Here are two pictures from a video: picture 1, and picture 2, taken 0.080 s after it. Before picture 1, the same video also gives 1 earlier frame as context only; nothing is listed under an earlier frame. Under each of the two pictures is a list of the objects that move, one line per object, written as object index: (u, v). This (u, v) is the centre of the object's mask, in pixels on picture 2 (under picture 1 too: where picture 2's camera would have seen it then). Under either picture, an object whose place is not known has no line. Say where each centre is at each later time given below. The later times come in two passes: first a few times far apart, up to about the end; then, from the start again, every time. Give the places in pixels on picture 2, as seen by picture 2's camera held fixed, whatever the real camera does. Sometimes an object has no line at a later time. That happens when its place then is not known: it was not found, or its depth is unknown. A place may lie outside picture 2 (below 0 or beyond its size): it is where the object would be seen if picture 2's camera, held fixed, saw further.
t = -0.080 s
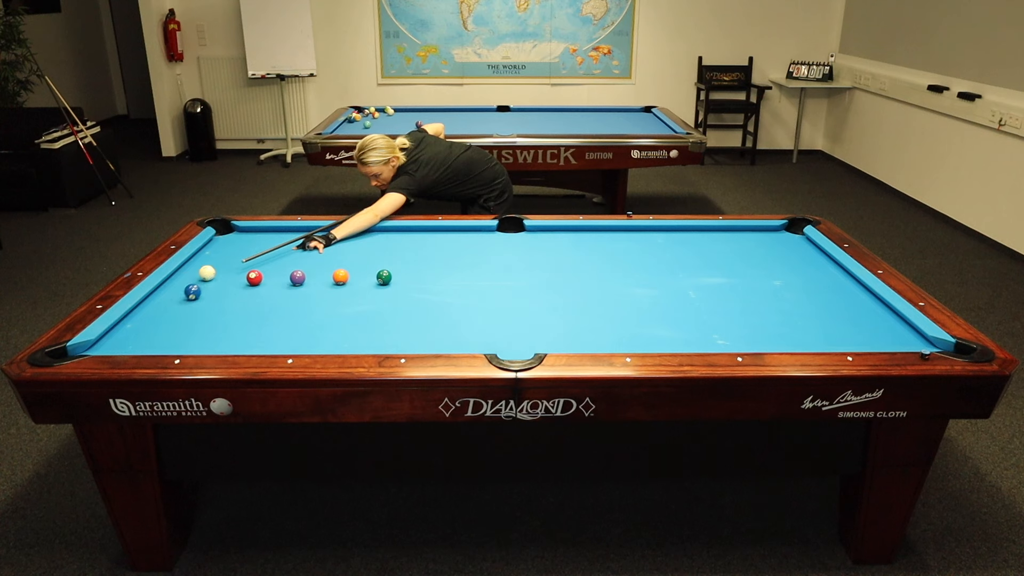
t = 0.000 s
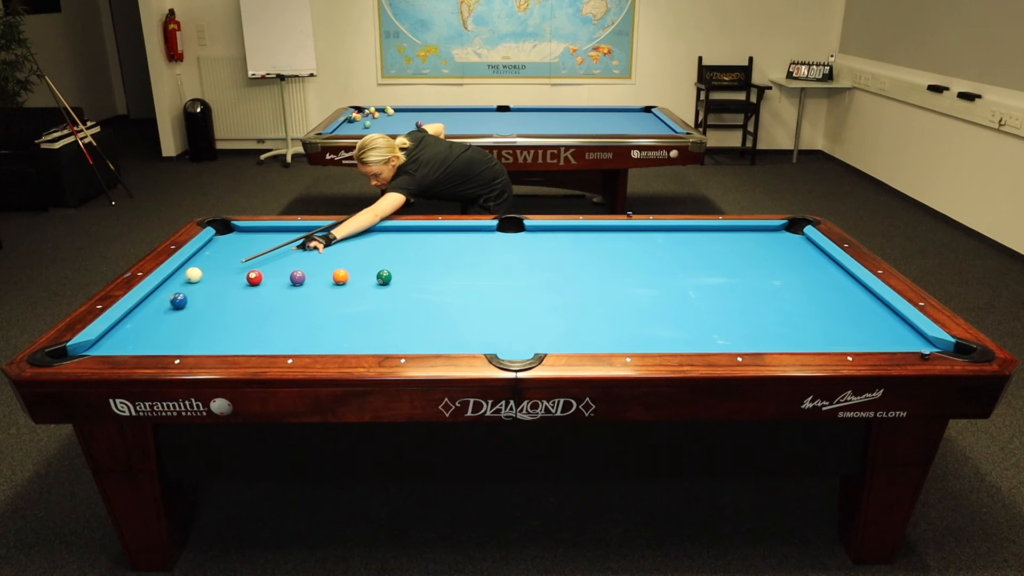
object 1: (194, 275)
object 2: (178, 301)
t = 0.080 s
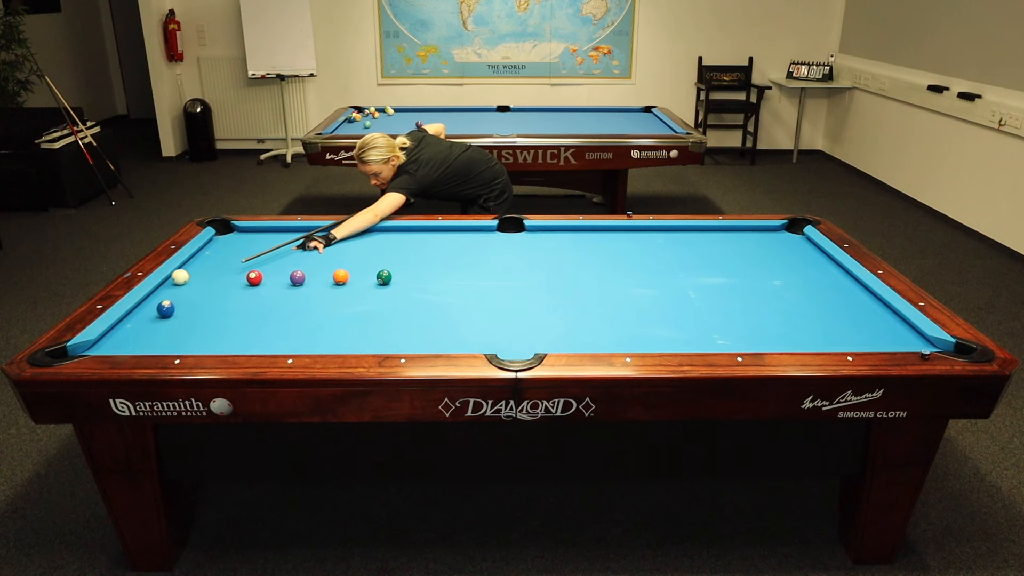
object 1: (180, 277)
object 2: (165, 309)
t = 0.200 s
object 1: (178, 279)
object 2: (145, 322)
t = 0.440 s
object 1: (193, 282)
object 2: (98, 346)
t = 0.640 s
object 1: (205, 284)
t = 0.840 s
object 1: (217, 286)
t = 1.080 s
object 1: (229, 289)
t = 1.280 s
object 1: (239, 291)
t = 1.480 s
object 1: (248, 293)
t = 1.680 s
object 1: (257, 295)
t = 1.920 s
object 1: (266, 297)
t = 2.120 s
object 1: (273, 299)
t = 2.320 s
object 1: (280, 300)
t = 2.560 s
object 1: (286, 302)
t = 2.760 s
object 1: (291, 303)
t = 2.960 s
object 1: (295, 304)
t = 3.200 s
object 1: (299, 304)
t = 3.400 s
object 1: (301, 305)
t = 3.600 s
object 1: (303, 306)
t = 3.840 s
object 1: (304, 306)
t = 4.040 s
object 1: (304, 306)
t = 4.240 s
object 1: (304, 306)
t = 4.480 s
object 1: (304, 306)
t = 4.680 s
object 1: (304, 306)
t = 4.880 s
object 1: (304, 306)
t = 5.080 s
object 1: (304, 306)
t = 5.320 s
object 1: (304, 306)
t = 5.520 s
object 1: (304, 306)
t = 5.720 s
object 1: (304, 306)
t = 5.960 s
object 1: (304, 306)
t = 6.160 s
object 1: (304, 306)
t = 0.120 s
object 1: (173, 278)
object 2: (159, 313)
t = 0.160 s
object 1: (175, 278)
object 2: (152, 318)
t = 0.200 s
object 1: (178, 279)
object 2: (145, 322)
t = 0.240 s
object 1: (181, 279)
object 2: (138, 327)
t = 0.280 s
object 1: (183, 280)
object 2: (130, 331)
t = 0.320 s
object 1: (186, 280)
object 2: (123, 336)
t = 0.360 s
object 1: (188, 281)
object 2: (115, 340)
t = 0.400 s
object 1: (191, 281)
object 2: (107, 343)
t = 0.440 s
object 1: (193, 282)
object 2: (98, 346)
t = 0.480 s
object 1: (196, 282)
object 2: (90, 347)
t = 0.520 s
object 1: (198, 283)
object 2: (82, 349)
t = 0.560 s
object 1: (200, 283)
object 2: (74, 352)
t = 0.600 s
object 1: (203, 284)
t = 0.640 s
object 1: (205, 284)
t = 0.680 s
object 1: (208, 284)
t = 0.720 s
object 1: (210, 285)
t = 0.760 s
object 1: (212, 285)
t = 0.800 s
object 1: (215, 286)
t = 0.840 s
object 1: (217, 286)
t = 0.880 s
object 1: (219, 287)
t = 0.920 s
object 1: (221, 287)
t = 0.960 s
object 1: (223, 287)
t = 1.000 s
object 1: (225, 288)
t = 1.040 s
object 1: (227, 288)
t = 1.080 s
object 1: (229, 289)
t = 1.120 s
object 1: (231, 289)
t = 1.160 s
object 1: (233, 290)
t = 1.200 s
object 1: (235, 290)
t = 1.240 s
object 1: (237, 291)
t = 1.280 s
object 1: (239, 291)
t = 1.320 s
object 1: (241, 291)
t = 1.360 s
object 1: (243, 292)
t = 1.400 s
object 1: (245, 292)
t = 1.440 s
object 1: (247, 293)
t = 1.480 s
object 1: (248, 293)
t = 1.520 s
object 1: (250, 293)
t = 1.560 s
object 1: (252, 294)
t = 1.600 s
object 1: (254, 294)
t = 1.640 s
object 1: (255, 295)
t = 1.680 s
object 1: (257, 295)
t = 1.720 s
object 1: (259, 295)
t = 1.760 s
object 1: (260, 296)
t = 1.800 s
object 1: (262, 296)
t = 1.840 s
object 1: (263, 296)
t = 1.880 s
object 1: (265, 297)
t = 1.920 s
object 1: (266, 297)
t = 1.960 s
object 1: (268, 297)
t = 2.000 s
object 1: (269, 298)
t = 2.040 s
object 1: (271, 298)
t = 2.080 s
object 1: (272, 298)
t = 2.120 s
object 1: (273, 299)
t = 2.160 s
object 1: (275, 299)
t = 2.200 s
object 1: (276, 299)
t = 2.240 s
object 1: (277, 299)
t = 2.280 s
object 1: (278, 300)
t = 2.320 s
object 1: (280, 300)
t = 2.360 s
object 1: (281, 300)
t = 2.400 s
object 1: (282, 300)
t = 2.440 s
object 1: (283, 301)
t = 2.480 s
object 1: (284, 301)
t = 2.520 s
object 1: (285, 301)
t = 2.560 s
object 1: (286, 302)
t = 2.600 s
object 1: (287, 302)
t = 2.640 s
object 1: (288, 302)
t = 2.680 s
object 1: (289, 302)
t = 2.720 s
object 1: (290, 303)
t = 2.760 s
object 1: (291, 303)
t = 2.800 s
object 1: (292, 303)
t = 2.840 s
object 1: (293, 303)
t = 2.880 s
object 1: (294, 303)
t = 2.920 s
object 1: (295, 303)
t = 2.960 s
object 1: (295, 304)
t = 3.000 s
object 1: (296, 304)
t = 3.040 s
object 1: (297, 304)
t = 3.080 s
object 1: (297, 304)
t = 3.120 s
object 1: (298, 304)
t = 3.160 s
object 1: (299, 304)
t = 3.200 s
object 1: (299, 304)
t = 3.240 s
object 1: (300, 305)
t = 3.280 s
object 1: (300, 305)
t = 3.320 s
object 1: (301, 305)
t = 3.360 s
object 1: (301, 305)
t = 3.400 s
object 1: (301, 305)
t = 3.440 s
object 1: (302, 305)
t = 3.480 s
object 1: (302, 306)
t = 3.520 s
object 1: (302, 306)
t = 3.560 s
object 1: (303, 306)
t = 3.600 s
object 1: (303, 306)
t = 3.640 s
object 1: (303, 306)
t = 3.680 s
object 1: (304, 306)
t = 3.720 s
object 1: (304, 306)
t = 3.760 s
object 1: (304, 306)
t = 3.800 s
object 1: (304, 306)
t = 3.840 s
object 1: (304, 306)
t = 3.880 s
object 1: (304, 306)
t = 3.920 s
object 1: (304, 306)
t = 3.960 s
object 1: (304, 306)
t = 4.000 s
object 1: (304, 306)
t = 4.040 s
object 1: (304, 306)
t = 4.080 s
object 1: (304, 306)
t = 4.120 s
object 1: (304, 306)
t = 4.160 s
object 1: (304, 306)
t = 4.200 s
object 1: (304, 306)
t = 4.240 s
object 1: (304, 306)
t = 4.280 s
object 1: (304, 306)
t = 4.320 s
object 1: (304, 306)
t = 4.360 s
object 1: (304, 306)
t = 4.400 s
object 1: (304, 306)
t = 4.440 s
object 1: (304, 306)
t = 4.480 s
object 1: (304, 306)
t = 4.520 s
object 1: (304, 306)
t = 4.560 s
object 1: (304, 306)
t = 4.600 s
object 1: (304, 306)
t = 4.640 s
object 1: (304, 306)
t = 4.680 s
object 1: (304, 306)
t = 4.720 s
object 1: (304, 306)
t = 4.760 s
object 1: (304, 306)
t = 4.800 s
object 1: (304, 306)
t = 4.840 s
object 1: (304, 306)
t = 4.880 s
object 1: (304, 306)
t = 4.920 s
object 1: (304, 306)
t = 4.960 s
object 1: (304, 306)
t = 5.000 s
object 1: (304, 306)
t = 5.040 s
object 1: (304, 306)
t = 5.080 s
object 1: (304, 306)
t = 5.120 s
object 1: (304, 306)
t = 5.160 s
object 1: (304, 306)
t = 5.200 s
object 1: (304, 306)
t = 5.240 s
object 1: (304, 306)
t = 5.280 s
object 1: (304, 306)
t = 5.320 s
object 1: (304, 306)
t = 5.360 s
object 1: (304, 306)
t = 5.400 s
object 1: (304, 306)
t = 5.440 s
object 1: (304, 306)
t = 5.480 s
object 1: (304, 306)
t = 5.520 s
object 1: (304, 306)
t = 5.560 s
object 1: (304, 306)
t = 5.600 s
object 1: (304, 306)
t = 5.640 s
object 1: (304, 306)
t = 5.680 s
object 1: (304, 306)
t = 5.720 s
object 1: (304, 306)
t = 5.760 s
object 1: (304, 306)
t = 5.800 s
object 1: (304, 306)
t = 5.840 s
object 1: (304, 306)
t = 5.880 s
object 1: (304, 306)
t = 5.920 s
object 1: (304, 306)
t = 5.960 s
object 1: (304, 306)
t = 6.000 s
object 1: (304, 306)
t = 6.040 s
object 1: (304, 306)
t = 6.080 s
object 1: (304, 306)
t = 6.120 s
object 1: (304, 306)
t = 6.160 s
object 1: (304, 306)
